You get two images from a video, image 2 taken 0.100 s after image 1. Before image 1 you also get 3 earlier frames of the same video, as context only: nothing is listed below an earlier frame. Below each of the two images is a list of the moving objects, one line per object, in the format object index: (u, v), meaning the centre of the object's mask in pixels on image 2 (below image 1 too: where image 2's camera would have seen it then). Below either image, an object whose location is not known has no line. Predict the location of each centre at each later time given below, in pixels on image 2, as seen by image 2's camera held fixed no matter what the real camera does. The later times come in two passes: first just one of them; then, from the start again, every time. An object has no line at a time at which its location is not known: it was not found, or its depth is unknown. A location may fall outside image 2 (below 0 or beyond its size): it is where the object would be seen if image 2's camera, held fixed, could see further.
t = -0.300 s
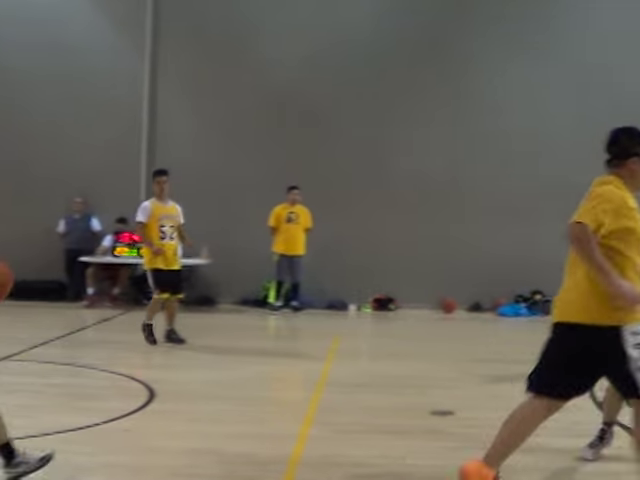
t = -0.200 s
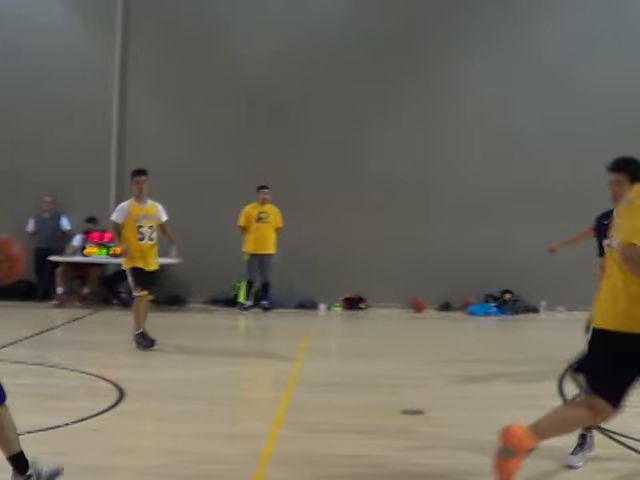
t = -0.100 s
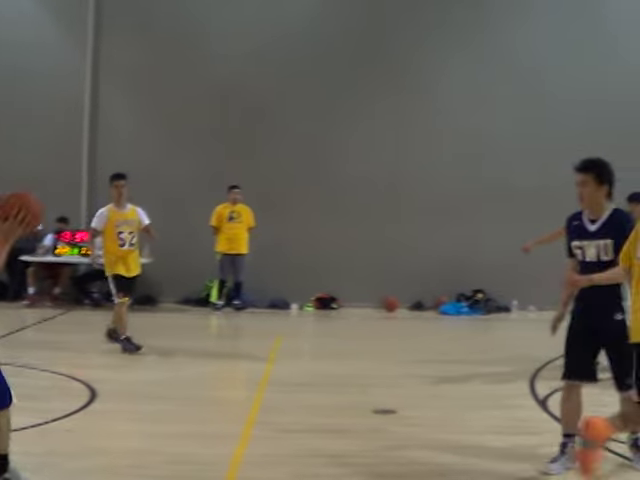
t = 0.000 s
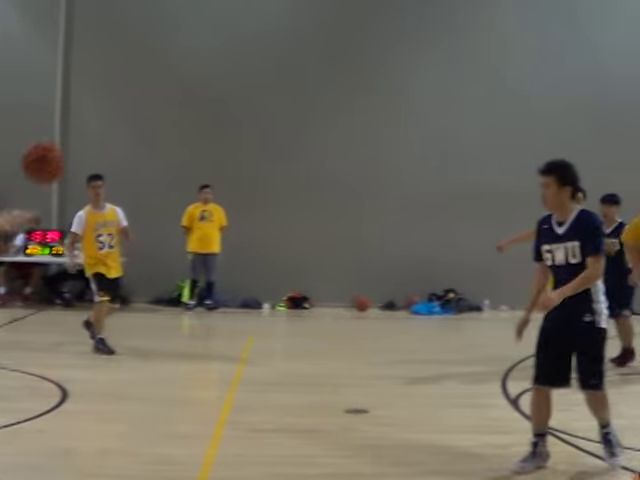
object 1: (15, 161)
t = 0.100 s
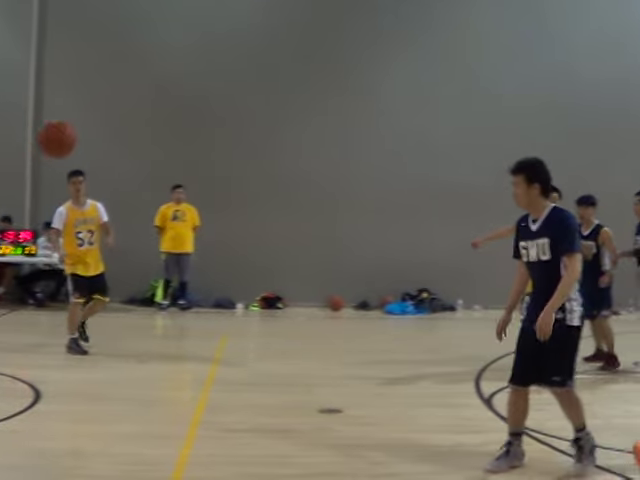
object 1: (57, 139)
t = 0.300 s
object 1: (111, 144)
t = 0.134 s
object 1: (68, 136)
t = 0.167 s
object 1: (78, 135)
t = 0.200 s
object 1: (88, 135)
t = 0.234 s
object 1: (96, 137)
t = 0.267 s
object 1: (103, 139)
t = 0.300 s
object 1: (111, 144)
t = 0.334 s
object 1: (117, 149)
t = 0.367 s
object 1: (123, 155)
